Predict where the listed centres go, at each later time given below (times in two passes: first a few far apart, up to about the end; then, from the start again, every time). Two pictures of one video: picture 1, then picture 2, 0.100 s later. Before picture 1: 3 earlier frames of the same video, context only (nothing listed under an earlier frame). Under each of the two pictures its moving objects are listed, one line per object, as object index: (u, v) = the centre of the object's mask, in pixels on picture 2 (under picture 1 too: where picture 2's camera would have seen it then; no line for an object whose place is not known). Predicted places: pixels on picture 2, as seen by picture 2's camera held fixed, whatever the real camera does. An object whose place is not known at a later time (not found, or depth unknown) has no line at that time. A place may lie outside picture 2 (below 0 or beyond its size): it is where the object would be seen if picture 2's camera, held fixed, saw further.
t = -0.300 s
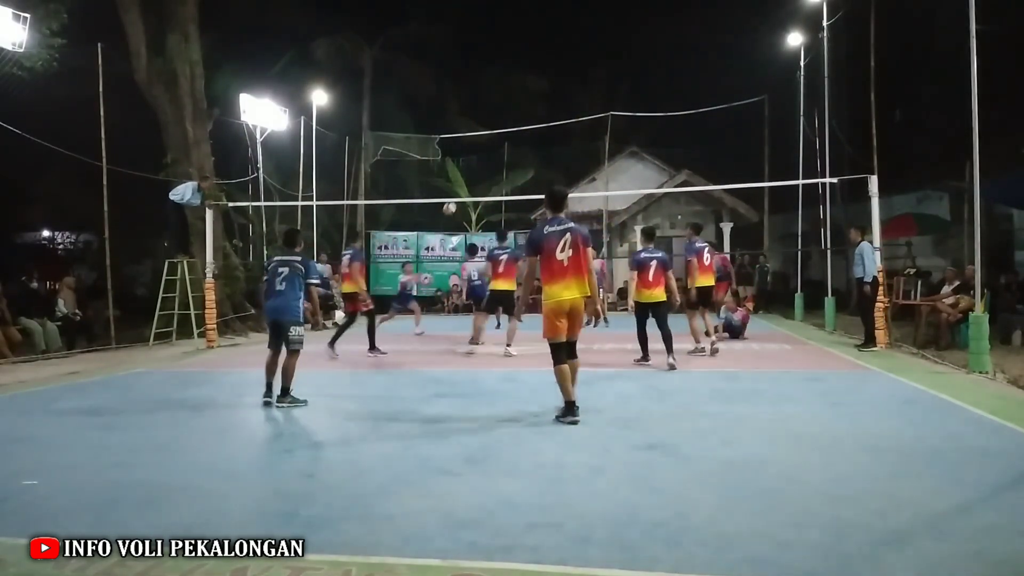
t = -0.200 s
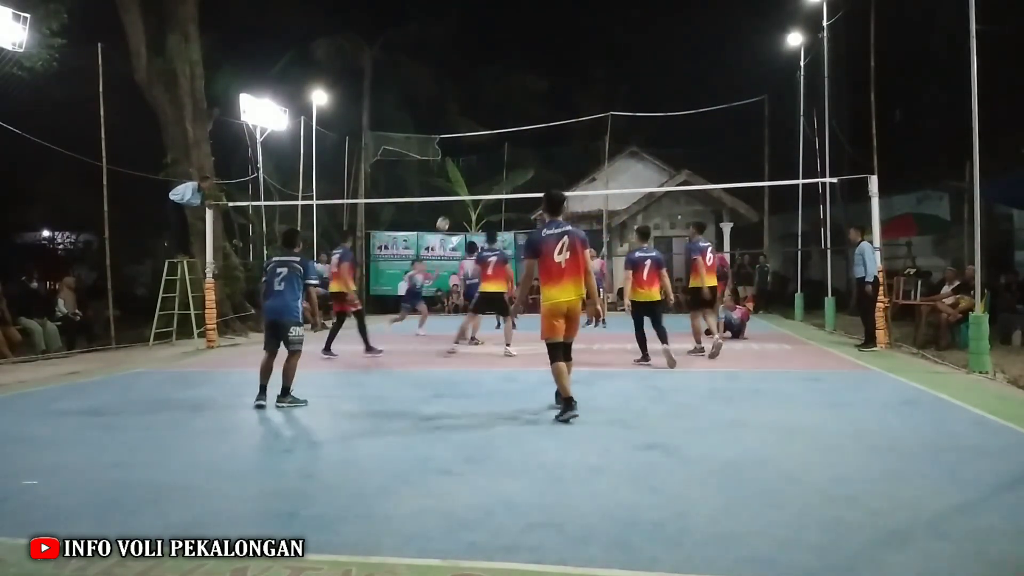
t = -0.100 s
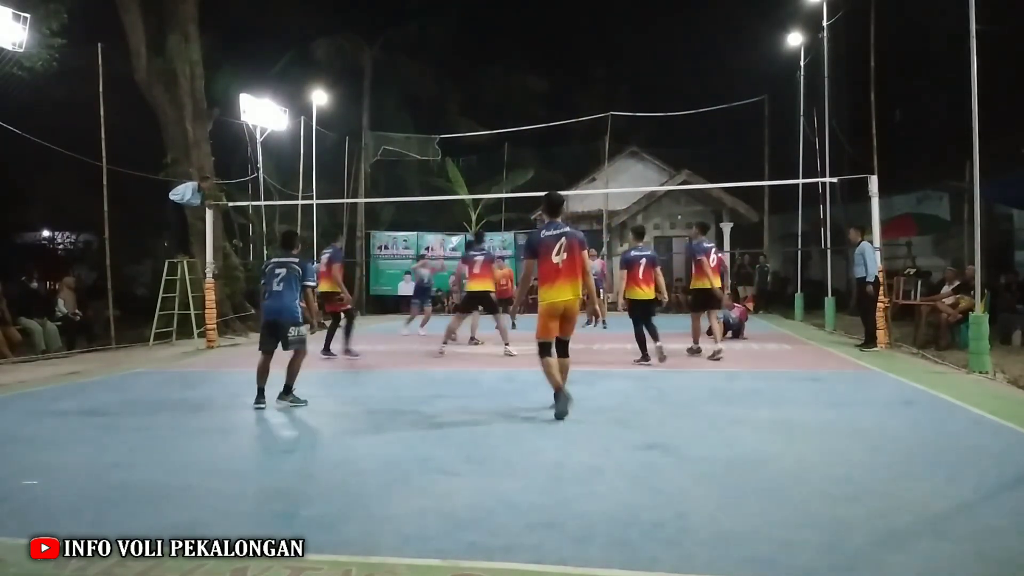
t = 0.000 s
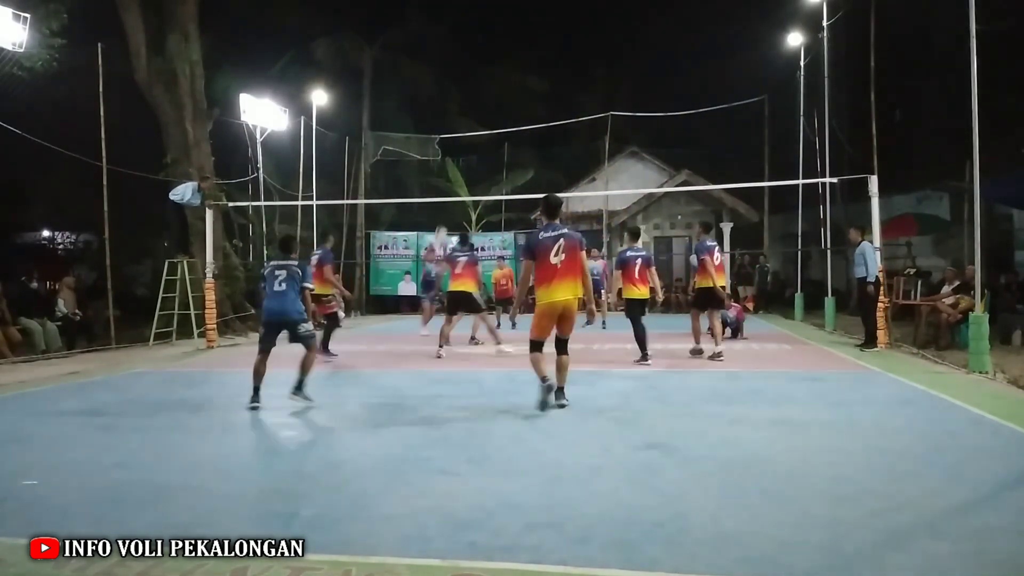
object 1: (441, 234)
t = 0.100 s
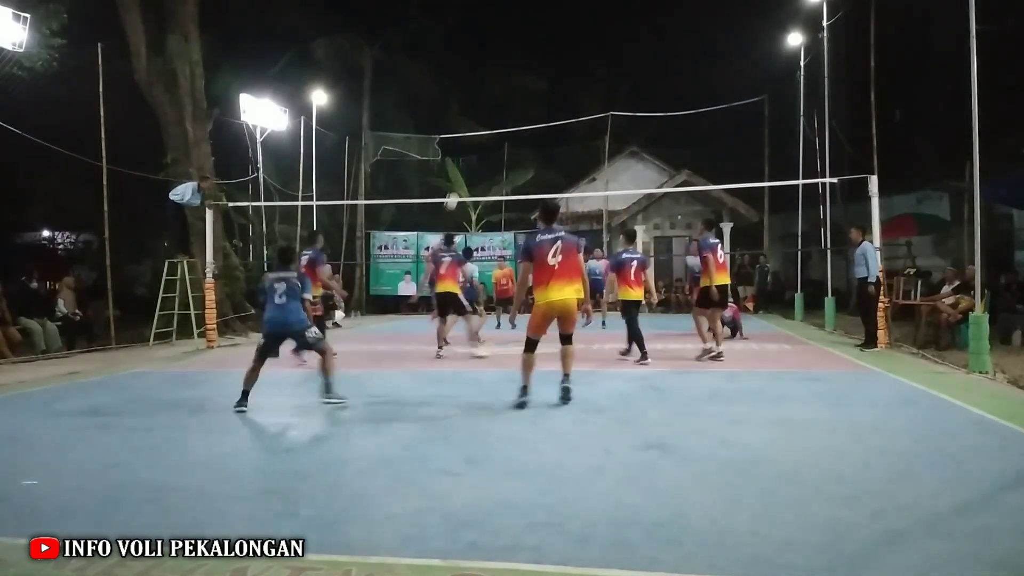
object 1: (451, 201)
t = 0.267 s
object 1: (471, 151)
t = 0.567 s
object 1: (518, 88)
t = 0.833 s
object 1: (578, 81)
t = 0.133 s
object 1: (455, 190)
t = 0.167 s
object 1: (459, 180)
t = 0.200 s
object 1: (463, 170)
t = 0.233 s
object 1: (467, 160)
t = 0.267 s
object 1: (471, 151)
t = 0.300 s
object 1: (475, 143)
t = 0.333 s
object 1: (480, 134)
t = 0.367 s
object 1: (485, 124)
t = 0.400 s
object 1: (490, 118)
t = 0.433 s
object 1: (495, 111)
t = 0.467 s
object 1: (500, 104)
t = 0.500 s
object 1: (506, 98)
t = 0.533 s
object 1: (512, 93)
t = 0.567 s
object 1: (518, 88)
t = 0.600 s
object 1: (524, 84)
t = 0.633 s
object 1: (531, 81)
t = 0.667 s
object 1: (538, 79)
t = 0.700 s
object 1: (545, 77)
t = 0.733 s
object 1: (553, 77)
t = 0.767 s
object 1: (560, 77)
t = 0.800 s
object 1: (569, 78)
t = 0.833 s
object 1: (578, 81)
